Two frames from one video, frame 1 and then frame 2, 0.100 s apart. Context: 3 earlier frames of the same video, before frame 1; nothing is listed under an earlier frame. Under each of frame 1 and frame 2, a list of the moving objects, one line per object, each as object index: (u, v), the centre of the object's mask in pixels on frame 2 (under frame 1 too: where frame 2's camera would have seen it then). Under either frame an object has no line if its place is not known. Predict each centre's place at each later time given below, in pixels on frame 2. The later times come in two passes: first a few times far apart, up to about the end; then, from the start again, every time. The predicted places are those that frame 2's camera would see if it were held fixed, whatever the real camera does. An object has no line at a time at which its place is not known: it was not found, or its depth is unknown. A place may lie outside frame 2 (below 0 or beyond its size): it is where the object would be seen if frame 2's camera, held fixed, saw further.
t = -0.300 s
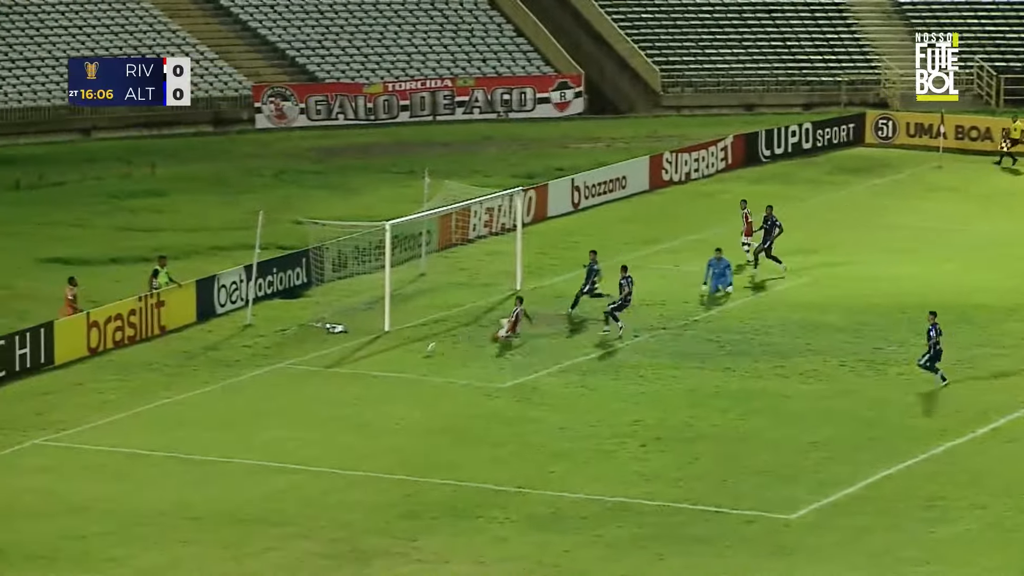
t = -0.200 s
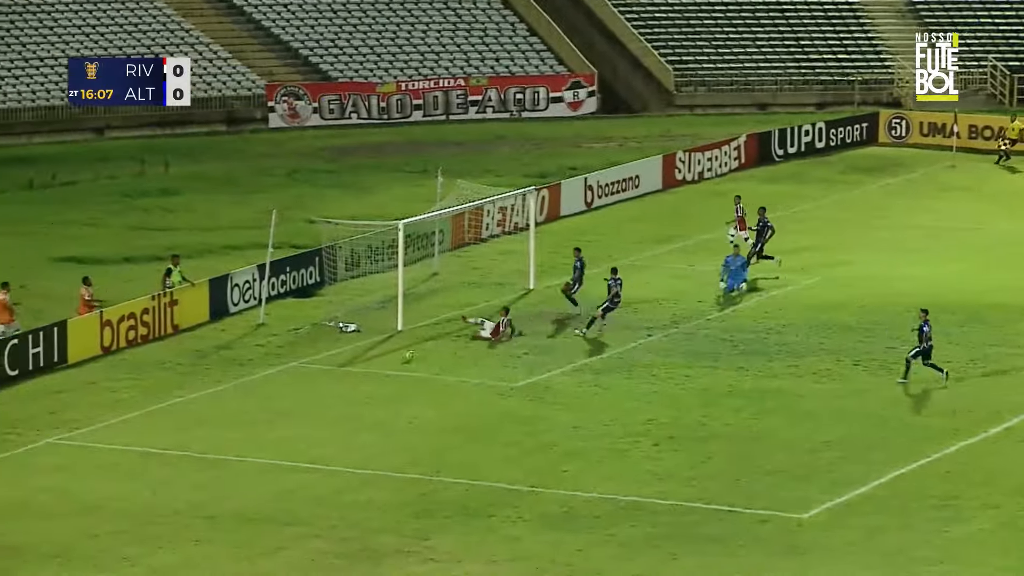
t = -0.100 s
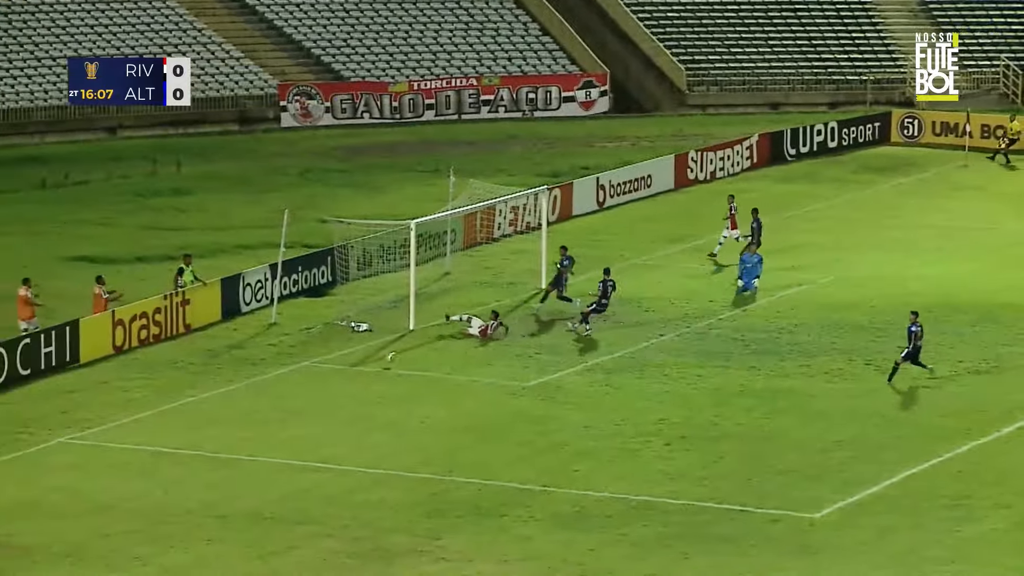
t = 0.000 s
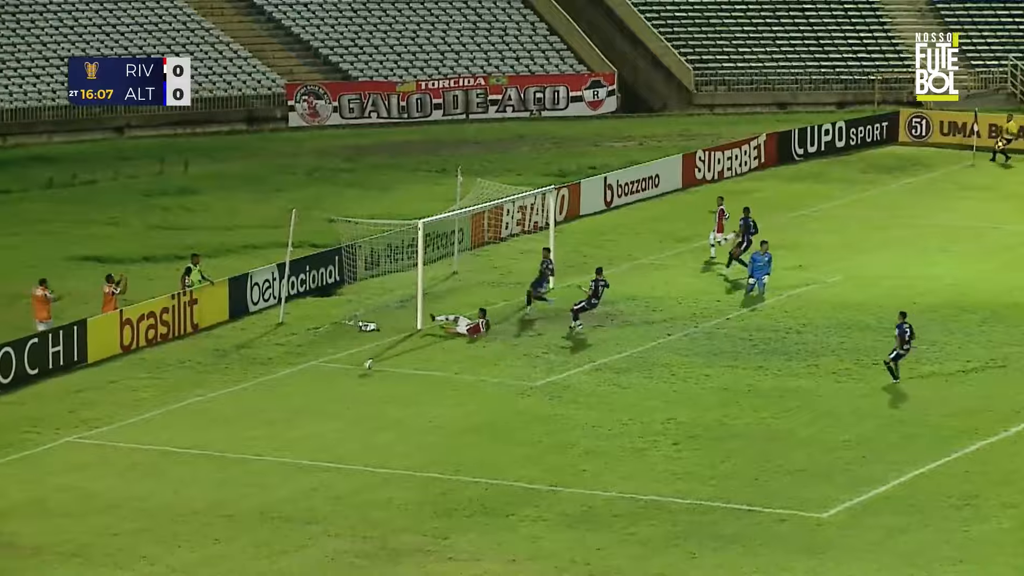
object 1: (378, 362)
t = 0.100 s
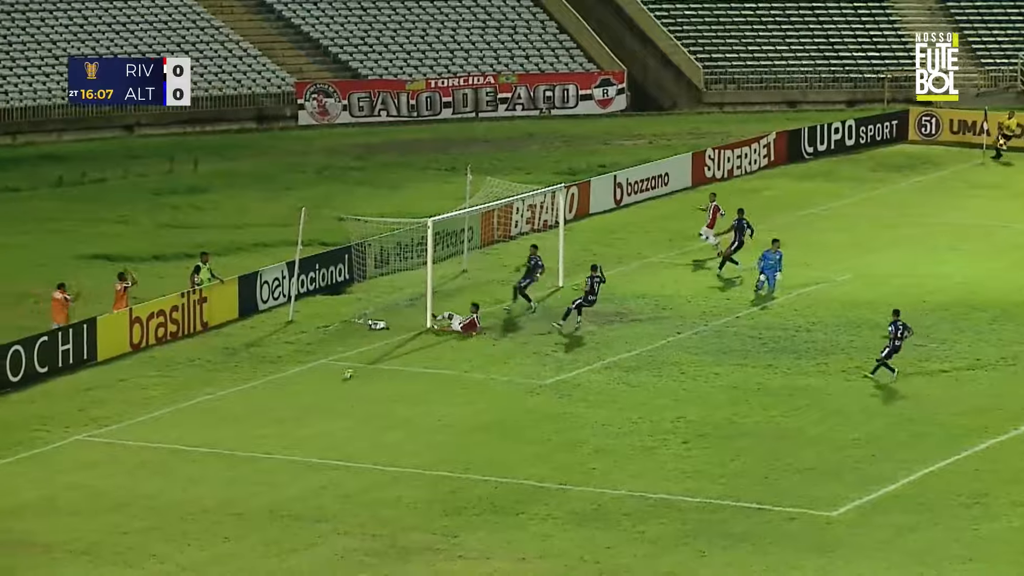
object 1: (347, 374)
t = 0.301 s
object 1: (297, 382)
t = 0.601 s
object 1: (226, 398)
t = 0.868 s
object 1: (167, 410)
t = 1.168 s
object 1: (105, 420)
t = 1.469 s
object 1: (44, 434)
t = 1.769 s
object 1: (-15, 447)
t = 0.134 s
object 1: (339, 374)
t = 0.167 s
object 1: (331, 375)
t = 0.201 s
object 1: (322, 376)
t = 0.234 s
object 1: (314, 378)
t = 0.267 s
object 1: (305, 380)
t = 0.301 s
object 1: (297, 382)
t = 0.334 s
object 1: (289, 386)
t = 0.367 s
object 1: (281, 388)
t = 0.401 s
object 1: (273, 388)
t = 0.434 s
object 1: (265, 389)
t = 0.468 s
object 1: (257, 390)
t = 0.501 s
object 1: (249, 393)
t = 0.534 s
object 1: (242, 395)
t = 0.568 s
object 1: (234, 397)
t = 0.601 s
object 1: (226, 398)
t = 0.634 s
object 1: (219, 398)
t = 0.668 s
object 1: (211, 399)
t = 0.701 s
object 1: (203, 400)
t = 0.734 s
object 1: (197, 402)
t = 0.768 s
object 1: (189, 406)
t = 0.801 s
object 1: (182, 408)
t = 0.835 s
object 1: (174, 410)
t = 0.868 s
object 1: (167, 410)
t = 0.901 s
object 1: (160, 411)
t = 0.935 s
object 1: (153, 414)
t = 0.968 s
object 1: (146, 415)
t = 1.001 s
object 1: (139, 417)
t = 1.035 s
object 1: (132, 418)
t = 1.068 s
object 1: (126, 418)
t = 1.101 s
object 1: (118, 419)
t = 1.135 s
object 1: (111, 420)
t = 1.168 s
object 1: (105, 420)
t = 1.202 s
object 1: (98, 423)
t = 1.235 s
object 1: (91, 426)
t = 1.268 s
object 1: (86, 428)
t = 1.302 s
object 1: (78, 430)
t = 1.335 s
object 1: (71, 430)
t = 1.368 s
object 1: (64, 430)
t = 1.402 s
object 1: (57, 430)
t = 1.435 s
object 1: (51, 431)
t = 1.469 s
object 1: (44, 434)
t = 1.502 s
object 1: (37, 436)
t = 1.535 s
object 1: (30, 439)
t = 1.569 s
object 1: (23, 439)
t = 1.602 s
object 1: (17, 440)
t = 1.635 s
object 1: (10, 441)
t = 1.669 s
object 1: (4, 443)
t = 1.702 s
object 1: (-2, 444)
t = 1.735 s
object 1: (-9, 446)
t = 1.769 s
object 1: (-15, 447)
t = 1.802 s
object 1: (-21, 448)
